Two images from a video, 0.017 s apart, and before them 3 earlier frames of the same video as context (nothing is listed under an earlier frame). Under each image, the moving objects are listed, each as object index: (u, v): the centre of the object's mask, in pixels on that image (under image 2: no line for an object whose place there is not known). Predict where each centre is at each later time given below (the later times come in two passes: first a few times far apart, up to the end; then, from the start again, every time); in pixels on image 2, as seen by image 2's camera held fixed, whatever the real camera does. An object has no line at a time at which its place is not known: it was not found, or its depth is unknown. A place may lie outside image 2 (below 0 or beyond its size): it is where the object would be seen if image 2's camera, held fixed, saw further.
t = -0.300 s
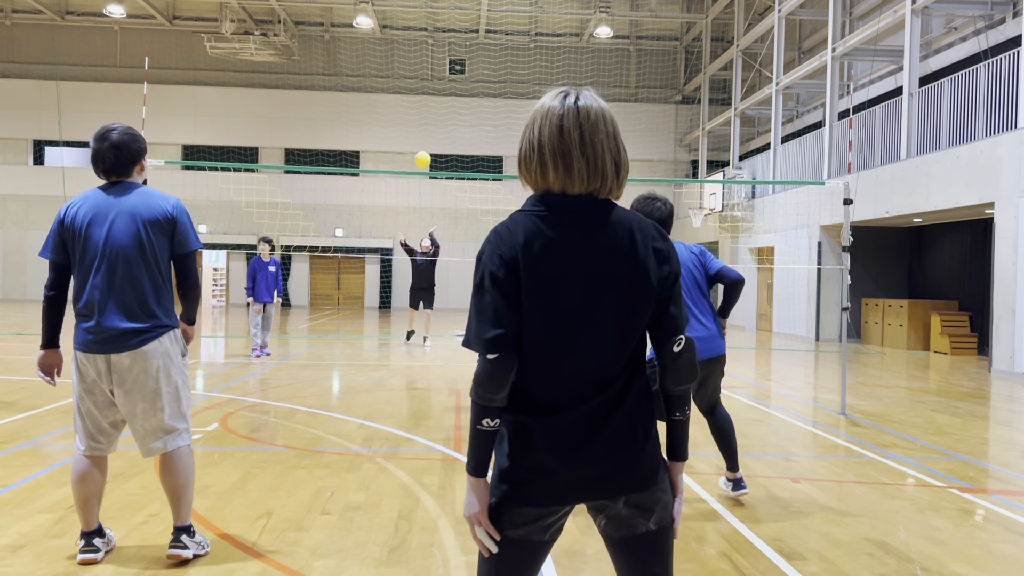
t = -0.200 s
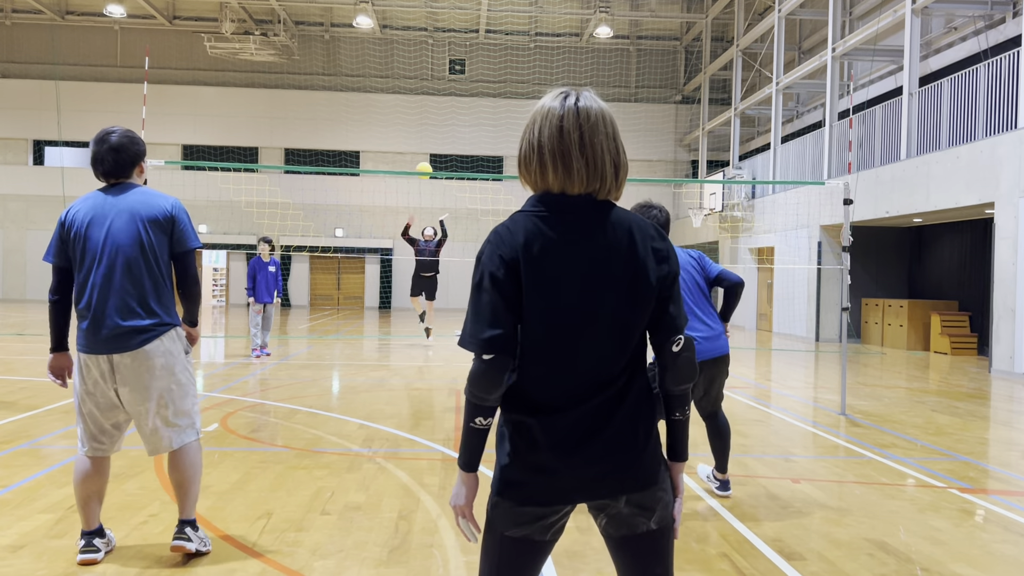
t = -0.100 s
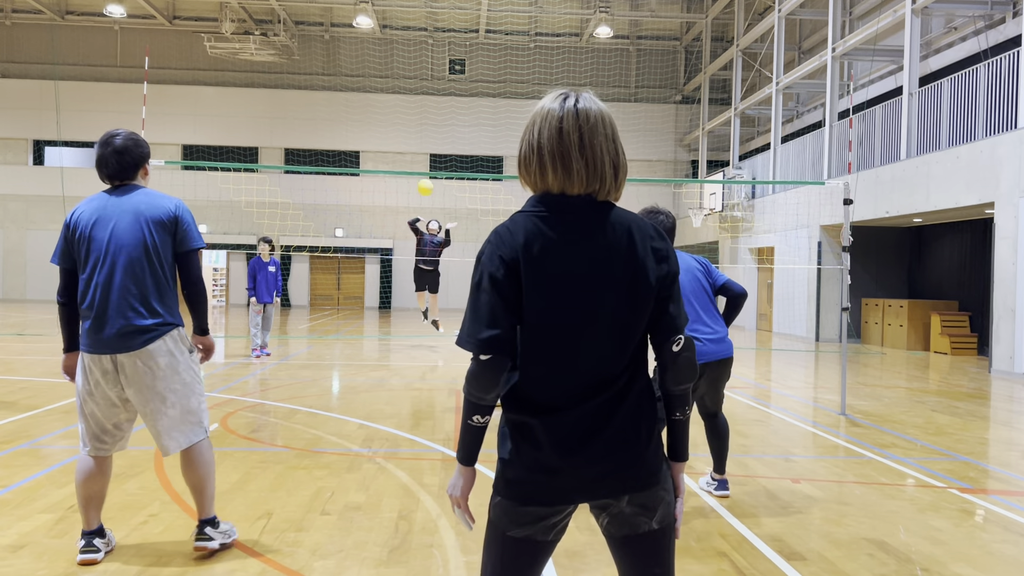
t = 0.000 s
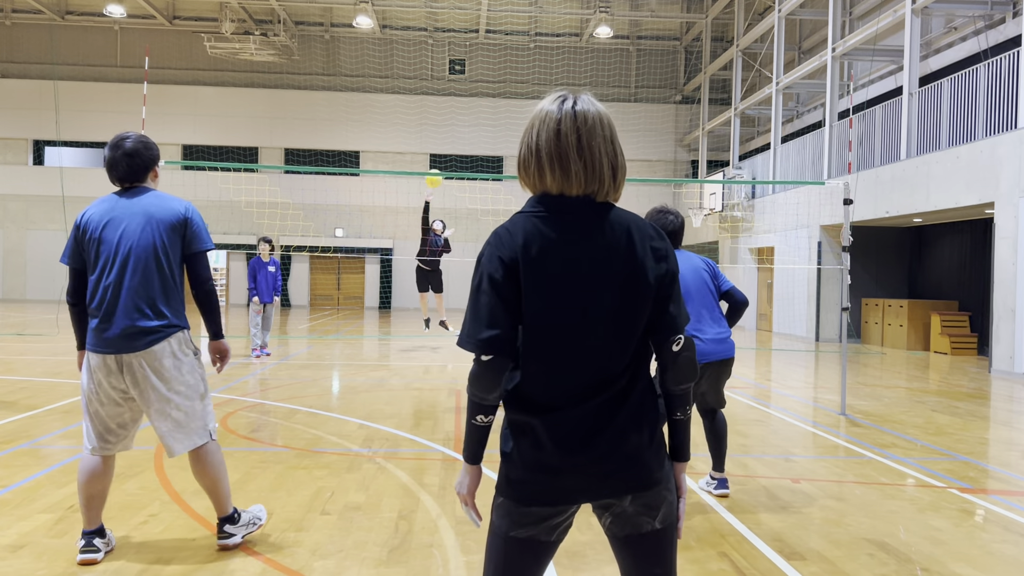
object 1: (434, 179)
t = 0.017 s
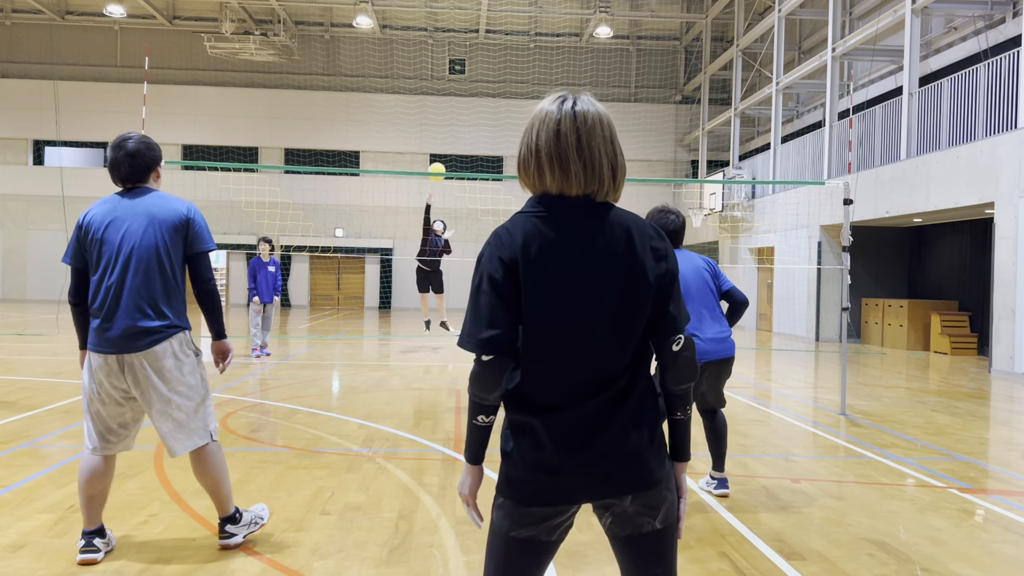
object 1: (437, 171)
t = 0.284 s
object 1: (491, 83)
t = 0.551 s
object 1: (583, 26)
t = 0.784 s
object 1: (726, 49)
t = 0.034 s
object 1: (439, 165)
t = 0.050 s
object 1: (442, 160)
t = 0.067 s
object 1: (444, 153)
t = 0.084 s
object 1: (448, 147)
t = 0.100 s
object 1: (451, 141)
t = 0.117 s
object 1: (454, 135)
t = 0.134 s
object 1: (457, 129)
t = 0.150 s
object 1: (461, 124)
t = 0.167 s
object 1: (464, 118)
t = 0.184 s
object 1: (468, 113)
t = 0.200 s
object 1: (471, 107)
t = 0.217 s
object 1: (475, 102)
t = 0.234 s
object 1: (479, 97)
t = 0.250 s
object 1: (483, 92)
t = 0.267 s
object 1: (487, 87)
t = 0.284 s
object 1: (491, 83)
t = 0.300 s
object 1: (496, 78)
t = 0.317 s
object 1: (500, 73)
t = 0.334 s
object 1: (505, 69)
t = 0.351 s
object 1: (510, 64)
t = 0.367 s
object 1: (515, 60)
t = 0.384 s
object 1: (520, 56)
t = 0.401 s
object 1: (525, 52)
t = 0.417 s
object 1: (531, 48)
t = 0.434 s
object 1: (537, 45)
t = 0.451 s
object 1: (543, 41)
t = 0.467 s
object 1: (549, 38)
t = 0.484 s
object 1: (555, 35)
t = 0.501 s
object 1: (562, 32)
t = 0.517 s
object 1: (569, 30)
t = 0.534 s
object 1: (576, 28)
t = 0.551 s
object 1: (583, 26)
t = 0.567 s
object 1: (591, 24)
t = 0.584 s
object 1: (599, 23)
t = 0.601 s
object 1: (607, 22)
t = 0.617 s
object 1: (617, 22)
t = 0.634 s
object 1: (625, 22)
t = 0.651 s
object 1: (634, 23)
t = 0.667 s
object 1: (644, 24)
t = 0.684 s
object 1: (654, 26)
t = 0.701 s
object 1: (665, 28)
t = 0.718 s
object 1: (676, 31)
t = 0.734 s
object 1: (688, 34)
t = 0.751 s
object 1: (700, 39)
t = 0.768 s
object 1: (713, 44)
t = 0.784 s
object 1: (726, 49)
